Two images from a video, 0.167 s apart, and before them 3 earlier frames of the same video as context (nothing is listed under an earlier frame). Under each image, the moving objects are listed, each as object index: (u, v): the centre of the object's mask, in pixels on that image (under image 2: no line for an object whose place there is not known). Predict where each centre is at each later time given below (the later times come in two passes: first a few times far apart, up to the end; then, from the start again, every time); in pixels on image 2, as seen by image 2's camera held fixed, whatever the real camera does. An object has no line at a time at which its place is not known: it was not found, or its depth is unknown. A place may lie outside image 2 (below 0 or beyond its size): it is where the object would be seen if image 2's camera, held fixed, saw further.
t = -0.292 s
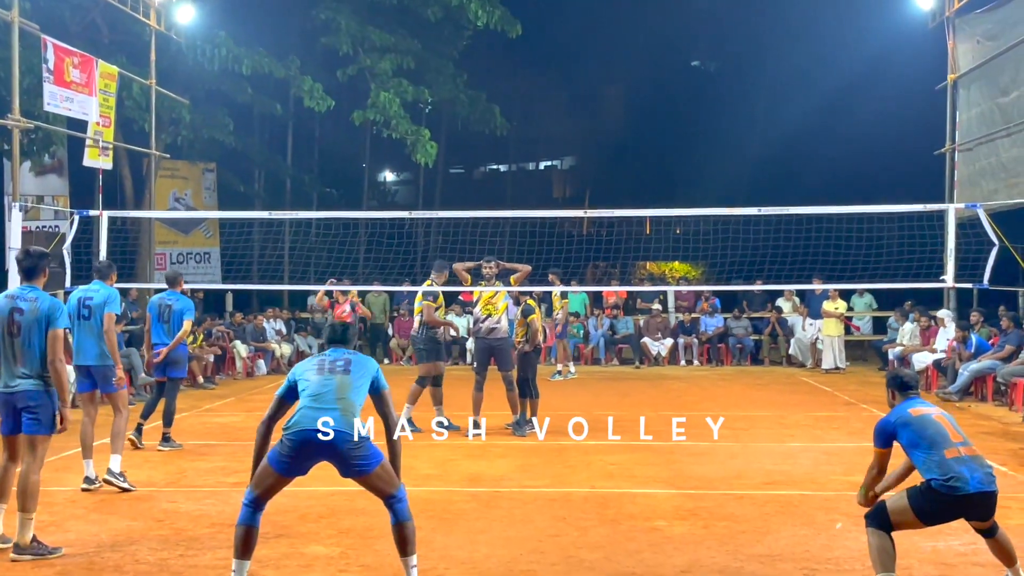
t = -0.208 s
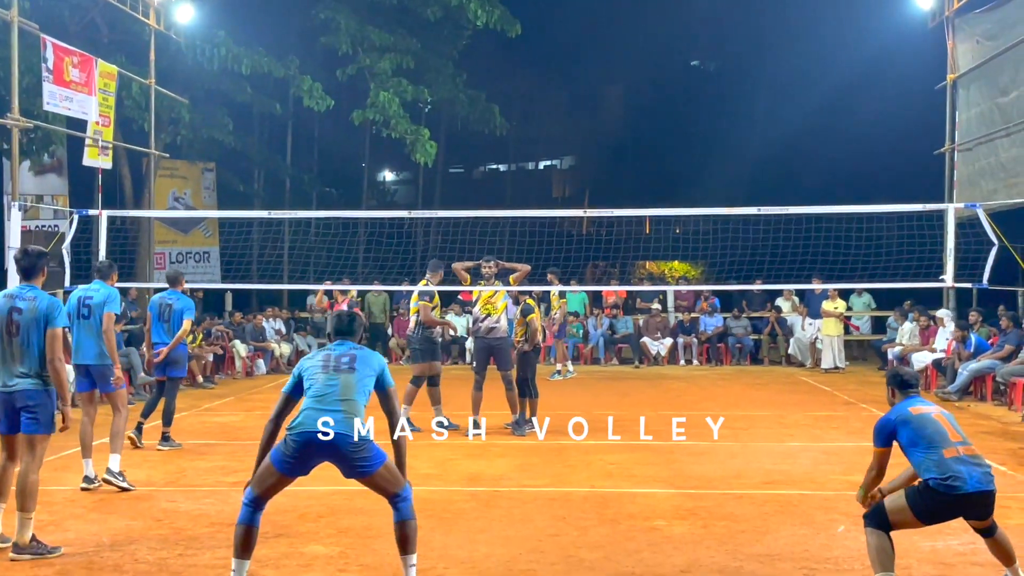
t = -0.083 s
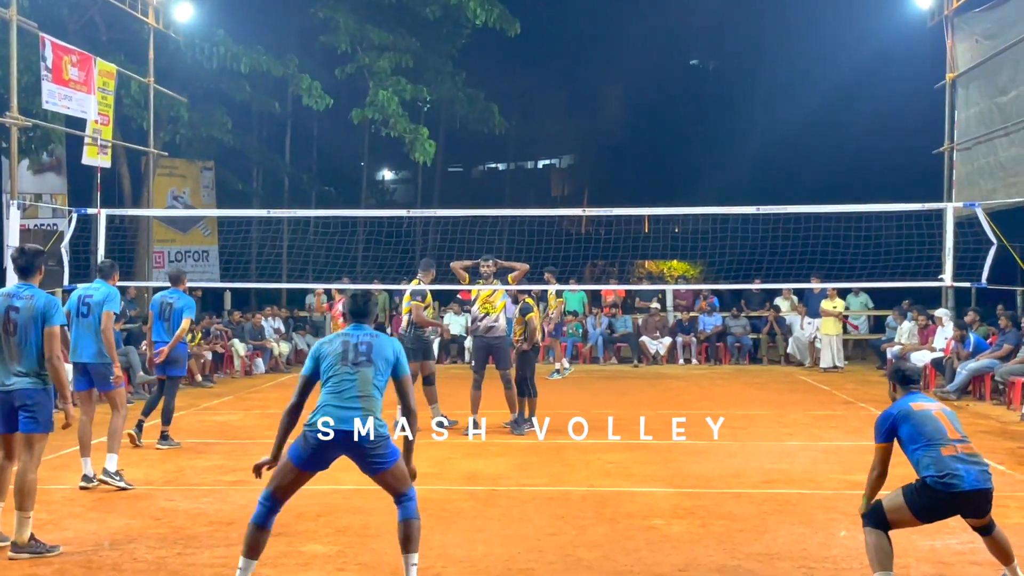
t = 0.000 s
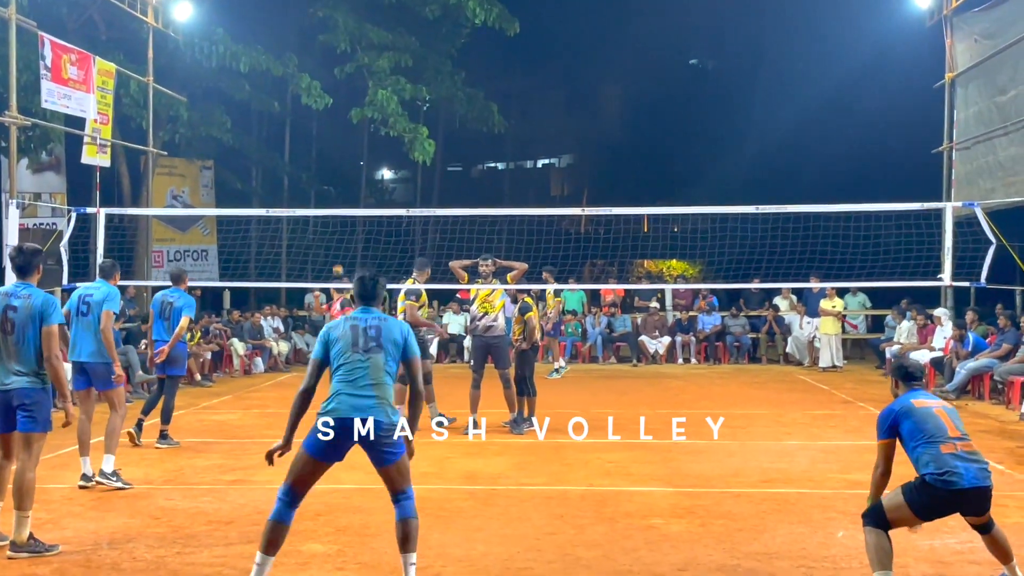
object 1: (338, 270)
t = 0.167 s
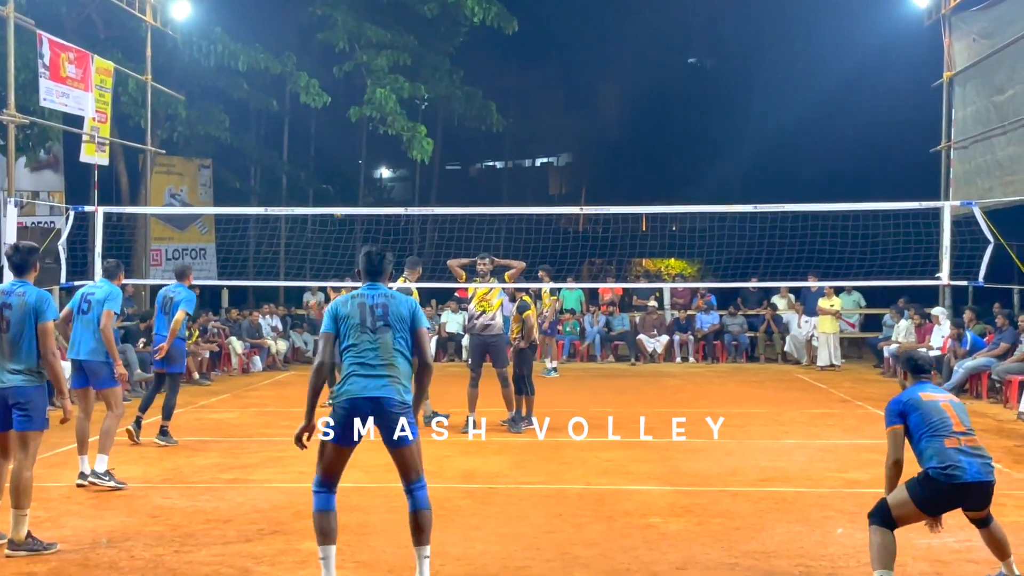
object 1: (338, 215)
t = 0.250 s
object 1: (340, 189)
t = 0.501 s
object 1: (343, 141)
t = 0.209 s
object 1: (339, 202)
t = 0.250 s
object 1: (340, 189)
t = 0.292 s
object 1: (340, 181)
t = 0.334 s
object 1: (341, 169)
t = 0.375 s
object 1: (341, 163)
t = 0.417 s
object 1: (342, 153)
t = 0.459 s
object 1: (342, 148)
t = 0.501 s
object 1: (343, 141)
